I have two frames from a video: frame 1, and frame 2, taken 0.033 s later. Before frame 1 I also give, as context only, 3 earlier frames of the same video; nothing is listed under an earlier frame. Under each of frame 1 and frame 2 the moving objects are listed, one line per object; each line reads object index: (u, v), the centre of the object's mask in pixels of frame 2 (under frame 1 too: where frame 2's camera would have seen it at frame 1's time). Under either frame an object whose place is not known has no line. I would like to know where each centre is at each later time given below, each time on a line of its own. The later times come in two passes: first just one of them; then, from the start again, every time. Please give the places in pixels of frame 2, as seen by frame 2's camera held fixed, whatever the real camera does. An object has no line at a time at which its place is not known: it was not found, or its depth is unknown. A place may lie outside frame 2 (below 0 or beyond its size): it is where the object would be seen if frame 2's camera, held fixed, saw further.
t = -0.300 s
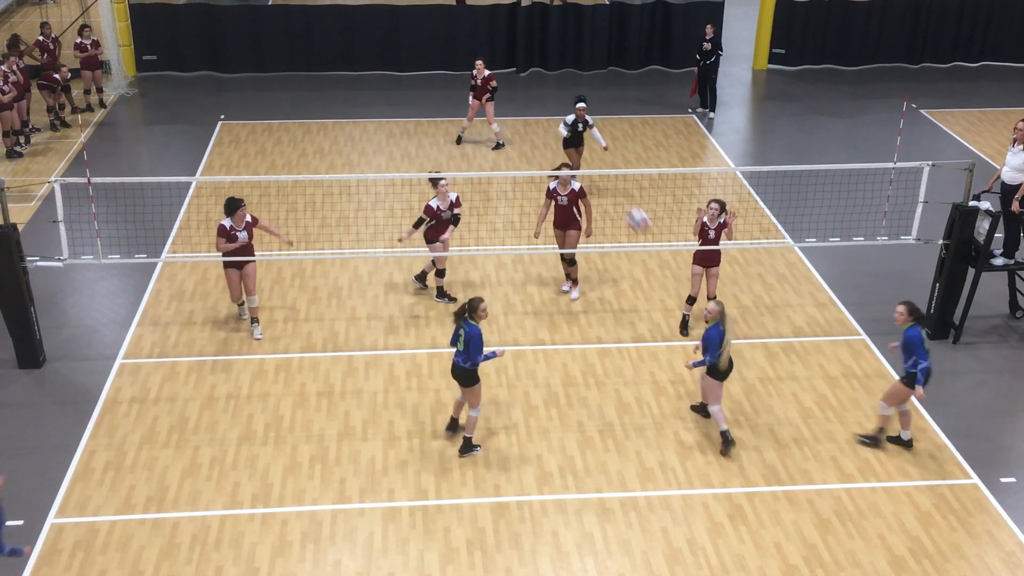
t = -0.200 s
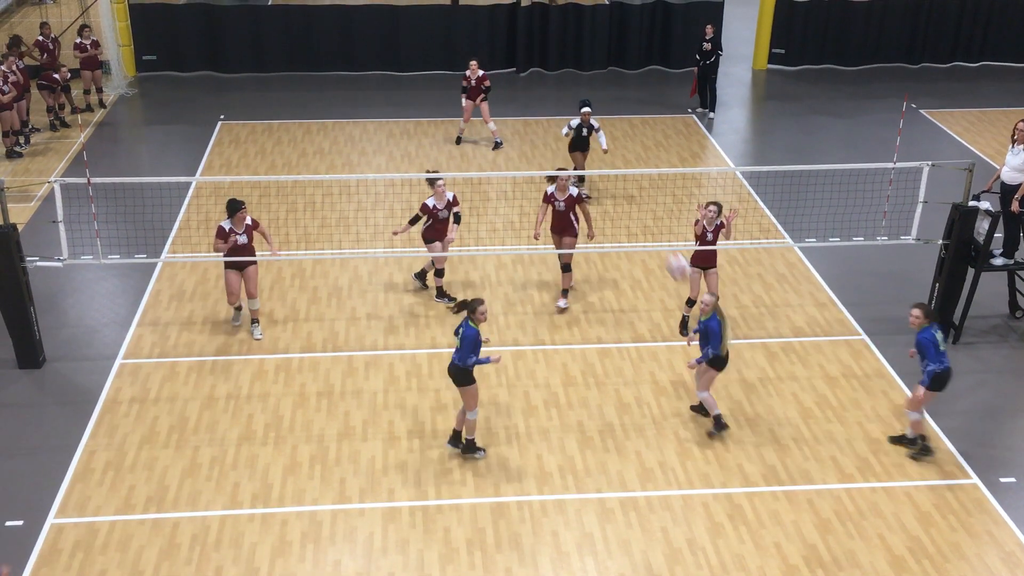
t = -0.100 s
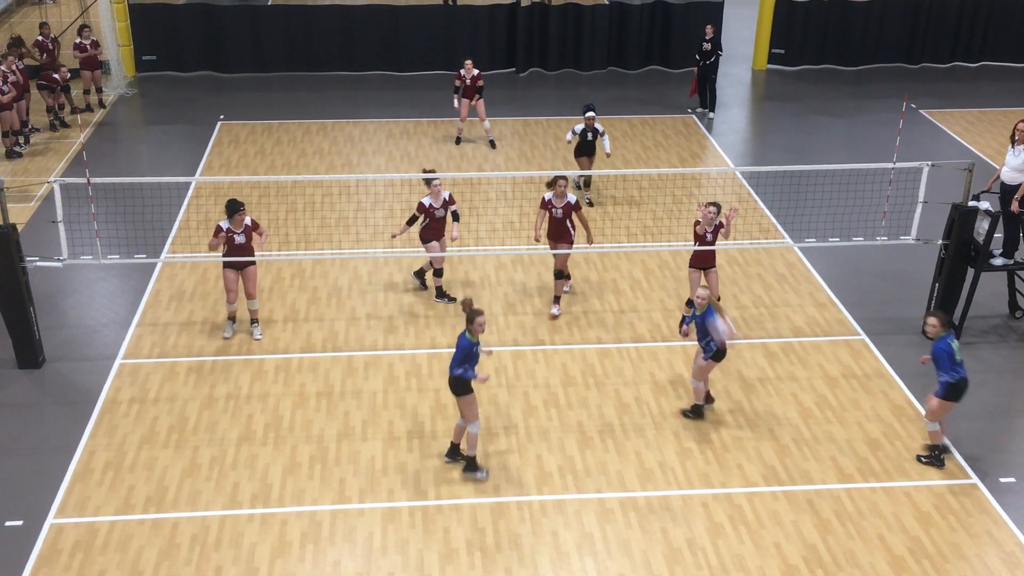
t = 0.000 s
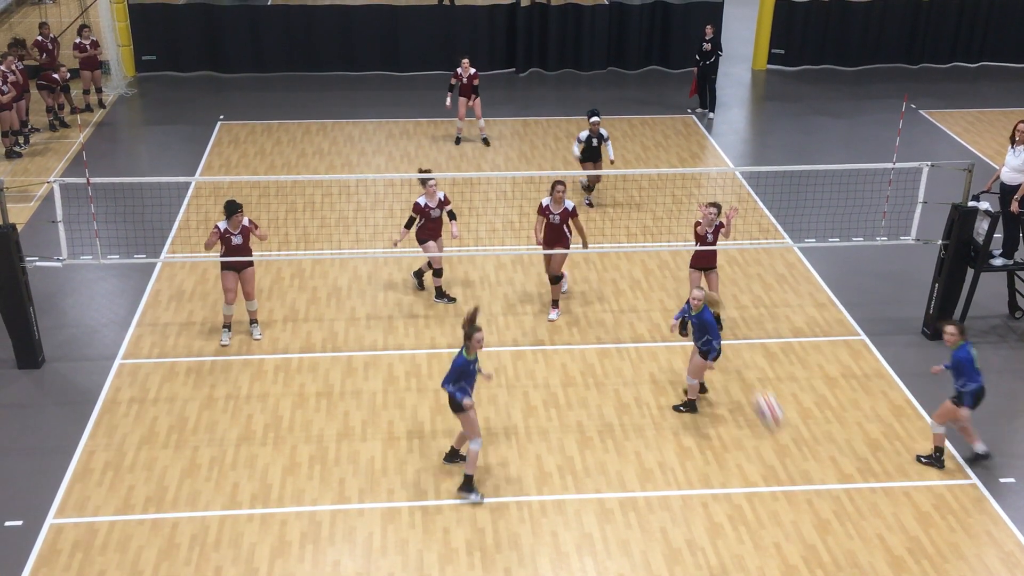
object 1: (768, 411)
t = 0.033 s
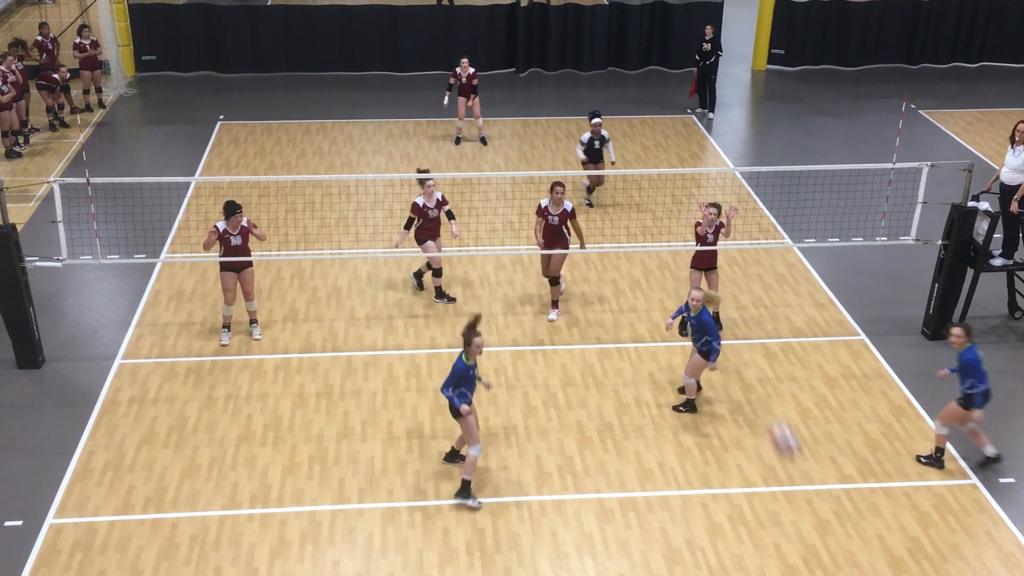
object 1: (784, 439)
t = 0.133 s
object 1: (834, 545)
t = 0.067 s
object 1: (800, 471)
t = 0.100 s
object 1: (818, 510)
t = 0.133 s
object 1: (834, 545)
